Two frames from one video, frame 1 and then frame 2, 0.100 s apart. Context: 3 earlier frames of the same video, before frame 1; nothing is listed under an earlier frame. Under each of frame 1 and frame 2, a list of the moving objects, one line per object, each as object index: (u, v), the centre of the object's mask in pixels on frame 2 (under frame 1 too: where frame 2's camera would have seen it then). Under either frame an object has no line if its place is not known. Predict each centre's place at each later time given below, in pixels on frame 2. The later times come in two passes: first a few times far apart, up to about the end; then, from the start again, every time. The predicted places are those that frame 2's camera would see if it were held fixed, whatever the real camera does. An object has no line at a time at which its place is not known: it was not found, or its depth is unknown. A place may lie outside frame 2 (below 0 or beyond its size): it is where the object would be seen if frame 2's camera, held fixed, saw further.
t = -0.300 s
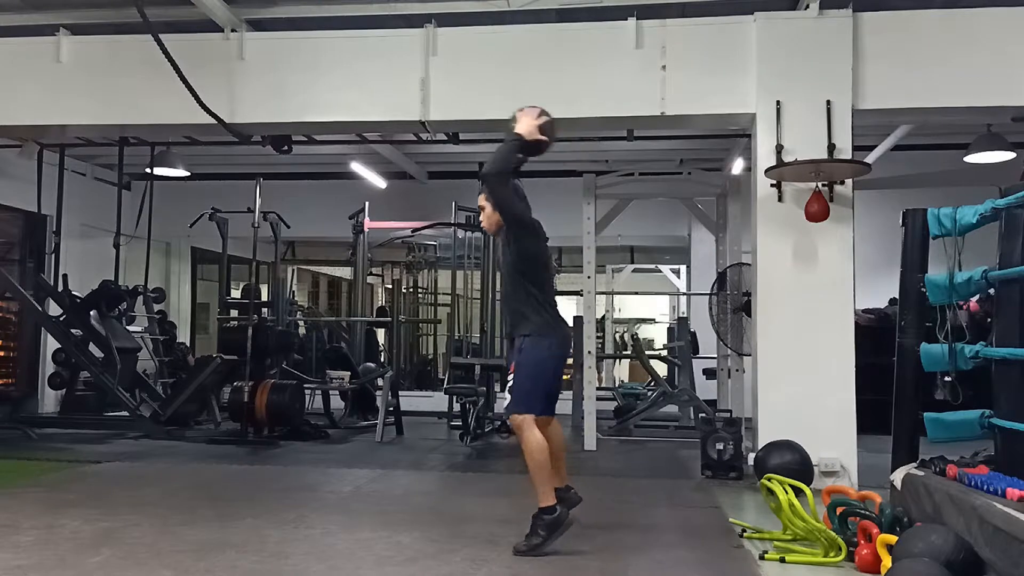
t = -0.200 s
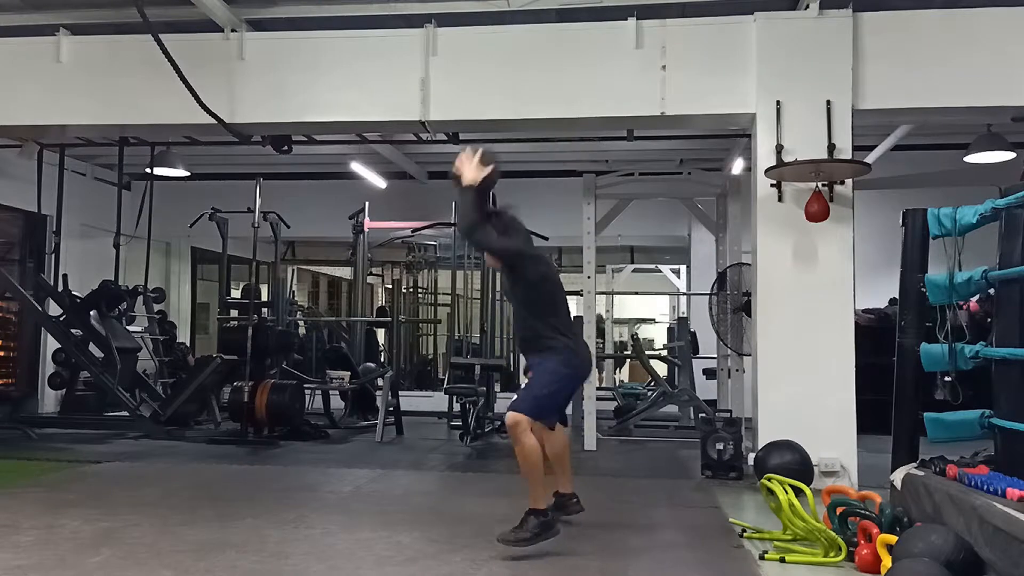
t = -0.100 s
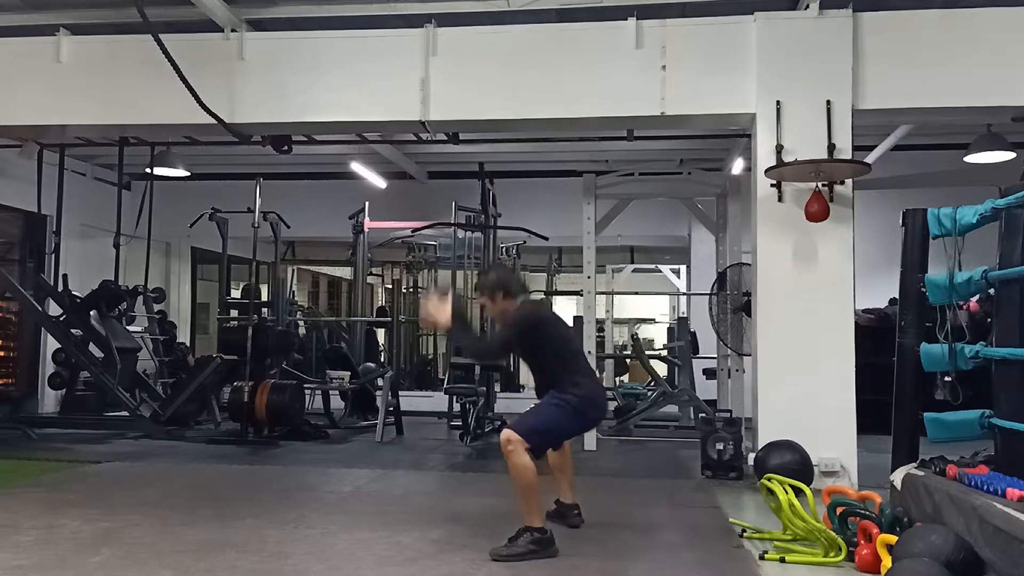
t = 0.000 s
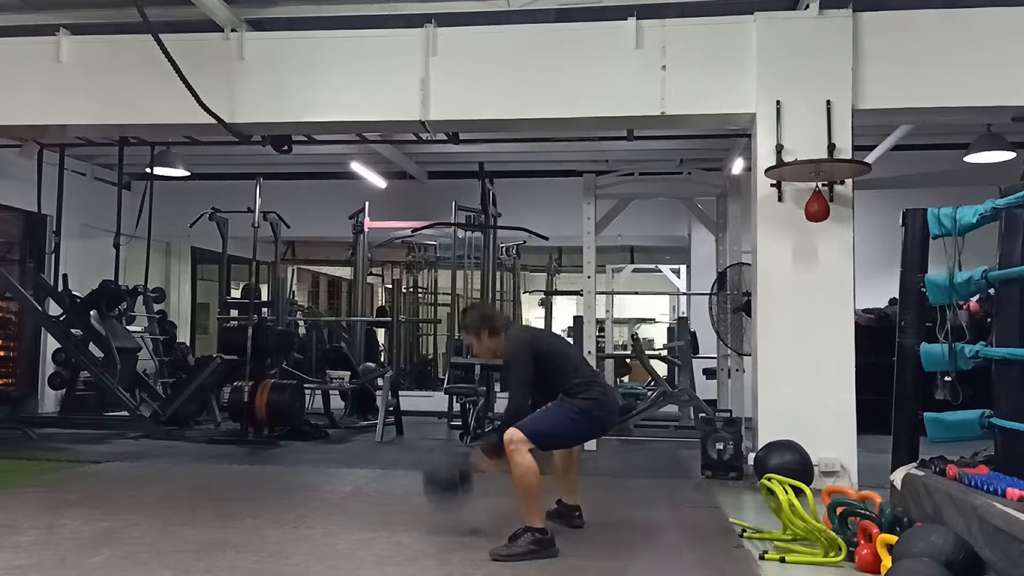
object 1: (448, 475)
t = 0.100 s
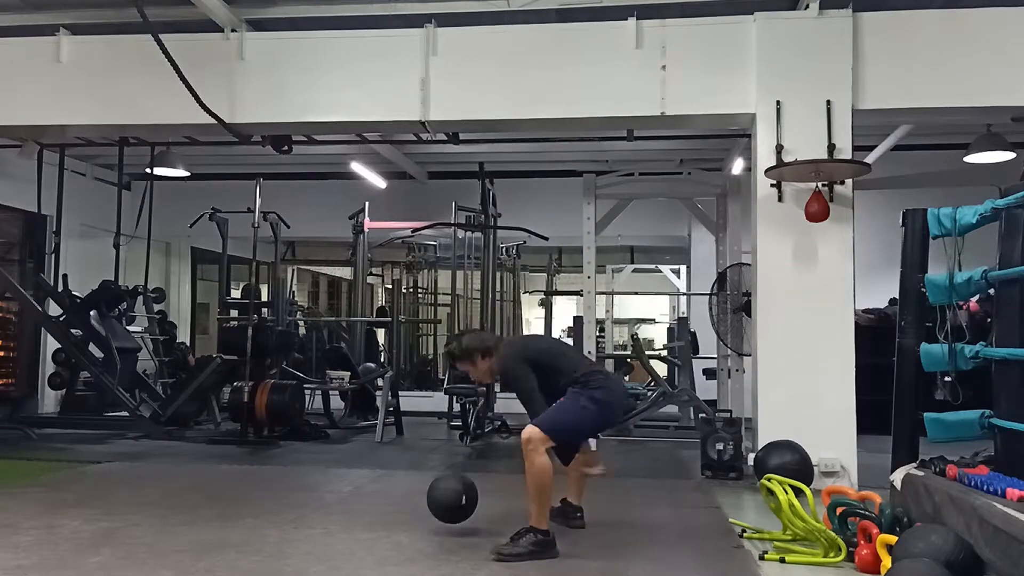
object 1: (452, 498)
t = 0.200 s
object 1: (458, 500)
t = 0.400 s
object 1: (458, 510)
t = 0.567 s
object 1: (456, 510)
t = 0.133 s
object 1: (454, 497)
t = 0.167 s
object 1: (456, 497)
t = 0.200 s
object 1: (458, 500)
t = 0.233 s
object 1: (459, 507)
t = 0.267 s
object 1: (460, 510)
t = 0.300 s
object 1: (459, 509)
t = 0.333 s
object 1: (459, 510)
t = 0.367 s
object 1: (458, 510)
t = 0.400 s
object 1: (458, 510)
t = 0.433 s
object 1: (457, 510)
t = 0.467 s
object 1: (457, 510)
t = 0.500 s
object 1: (456, 510)
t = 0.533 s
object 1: (456, 510)
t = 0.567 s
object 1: (456, 510)
